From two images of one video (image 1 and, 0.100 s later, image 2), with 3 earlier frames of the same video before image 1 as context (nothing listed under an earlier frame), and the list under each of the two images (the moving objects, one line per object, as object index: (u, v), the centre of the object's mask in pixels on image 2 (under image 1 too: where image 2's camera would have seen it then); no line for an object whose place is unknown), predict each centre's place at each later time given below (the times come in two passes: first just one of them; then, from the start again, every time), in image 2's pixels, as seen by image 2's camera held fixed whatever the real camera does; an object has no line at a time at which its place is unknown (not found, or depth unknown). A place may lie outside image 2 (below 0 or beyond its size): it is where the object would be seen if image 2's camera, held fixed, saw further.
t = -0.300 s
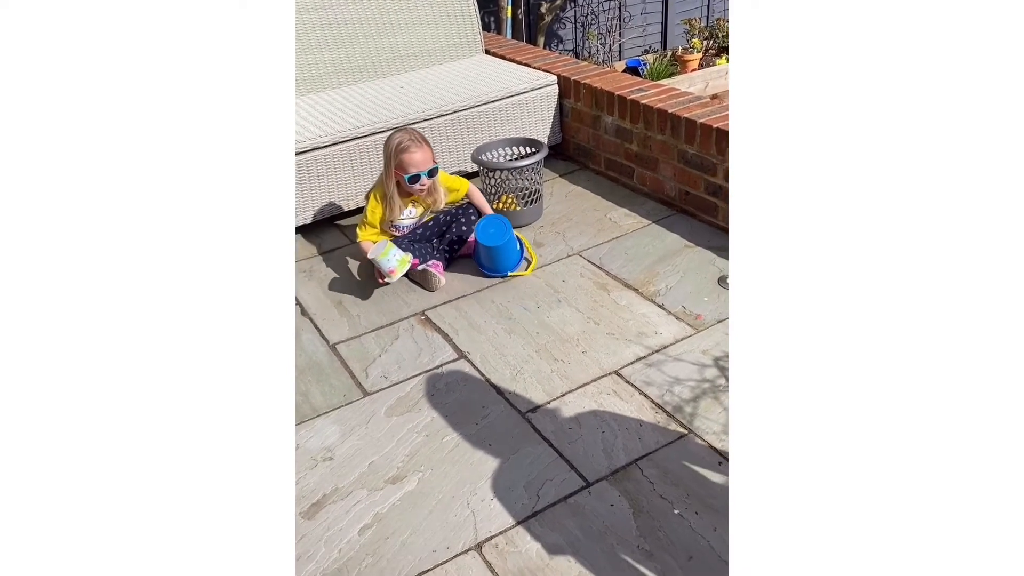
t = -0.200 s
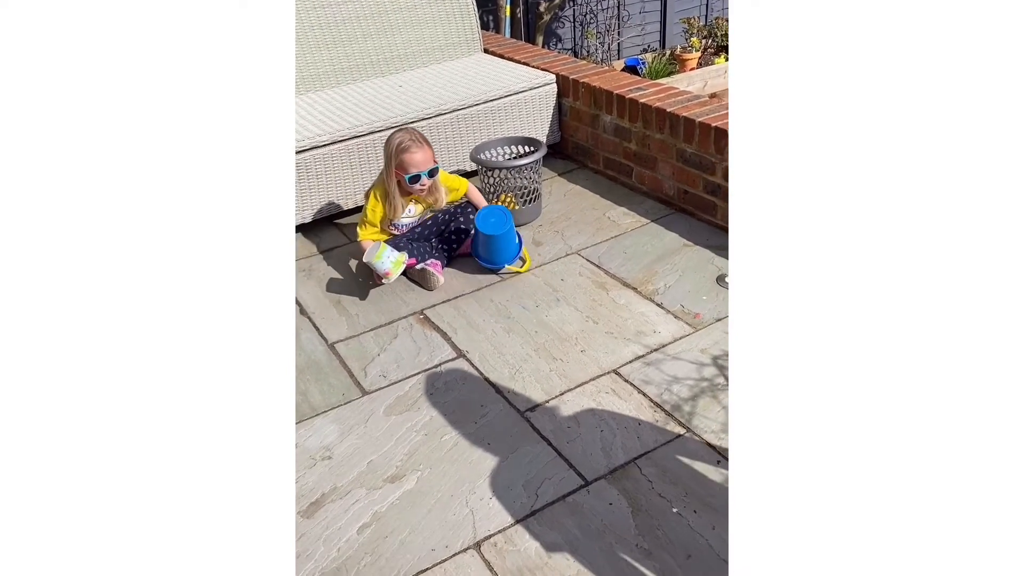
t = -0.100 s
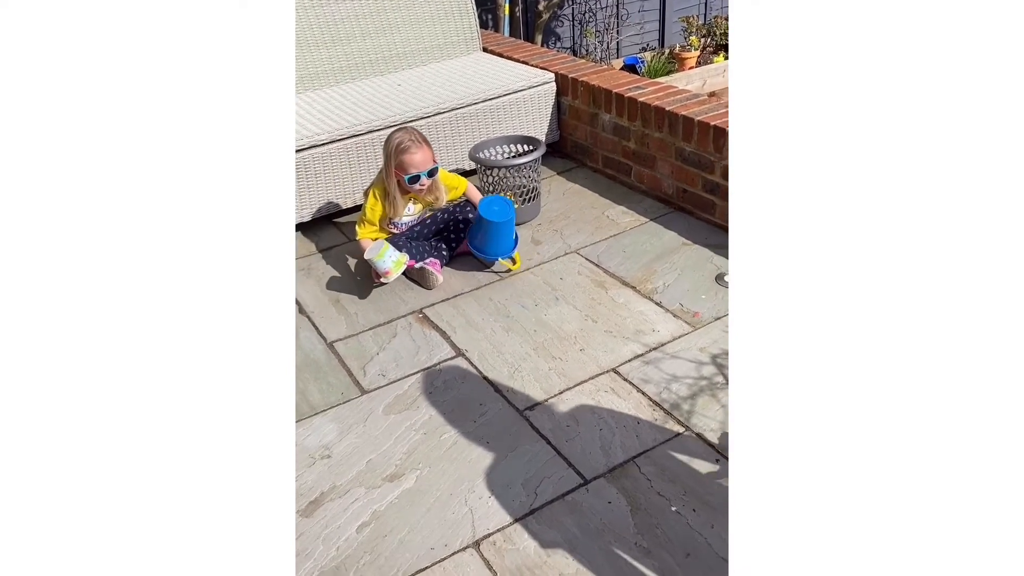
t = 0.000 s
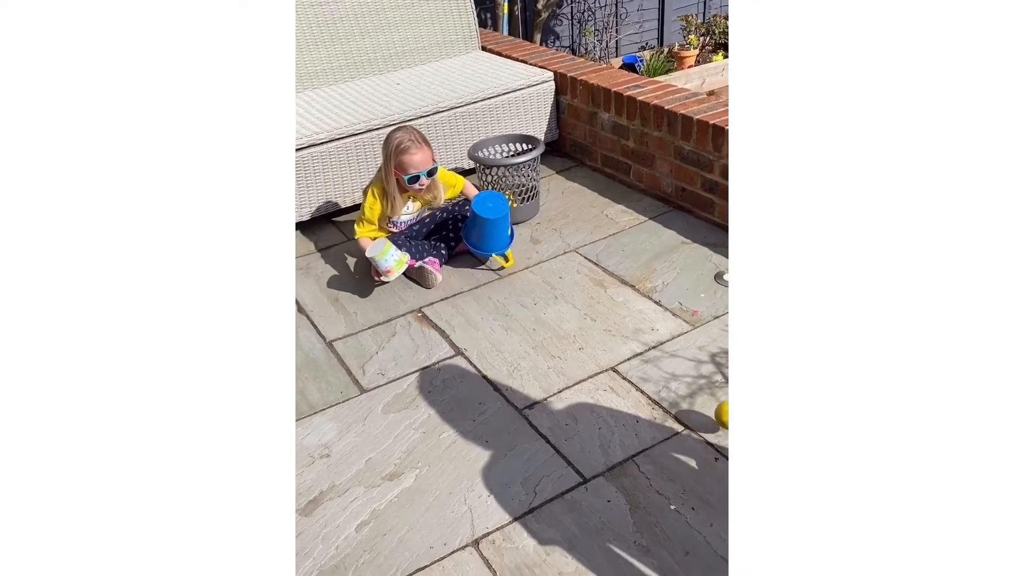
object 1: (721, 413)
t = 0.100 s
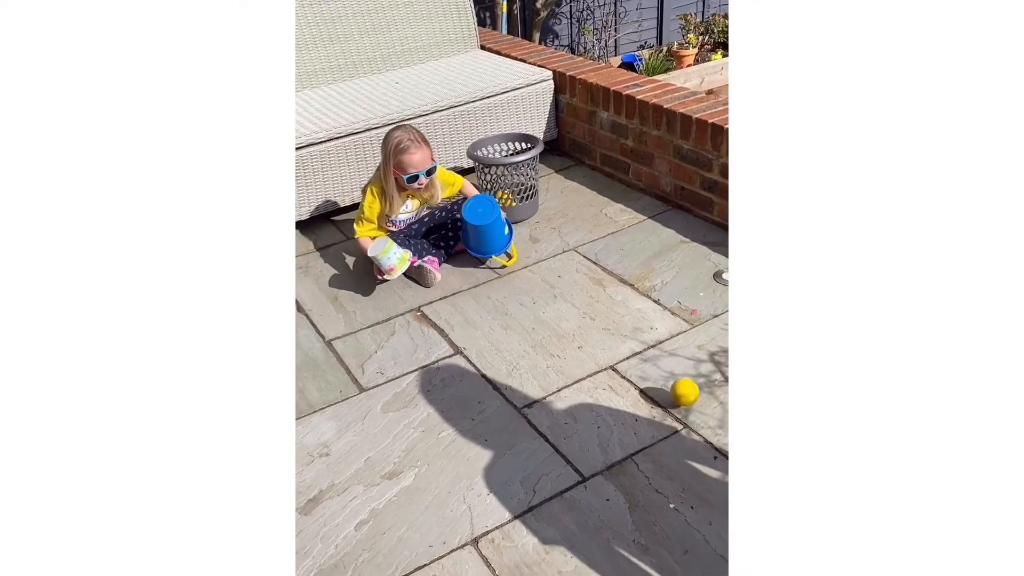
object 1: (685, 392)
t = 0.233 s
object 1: (630, 365)
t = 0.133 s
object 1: (671, 385)
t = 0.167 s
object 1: (657, 380)
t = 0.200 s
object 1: (644, 372)
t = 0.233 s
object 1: (630, 365)
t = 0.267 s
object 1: (617, 360)
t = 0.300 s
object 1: (604, 352)
